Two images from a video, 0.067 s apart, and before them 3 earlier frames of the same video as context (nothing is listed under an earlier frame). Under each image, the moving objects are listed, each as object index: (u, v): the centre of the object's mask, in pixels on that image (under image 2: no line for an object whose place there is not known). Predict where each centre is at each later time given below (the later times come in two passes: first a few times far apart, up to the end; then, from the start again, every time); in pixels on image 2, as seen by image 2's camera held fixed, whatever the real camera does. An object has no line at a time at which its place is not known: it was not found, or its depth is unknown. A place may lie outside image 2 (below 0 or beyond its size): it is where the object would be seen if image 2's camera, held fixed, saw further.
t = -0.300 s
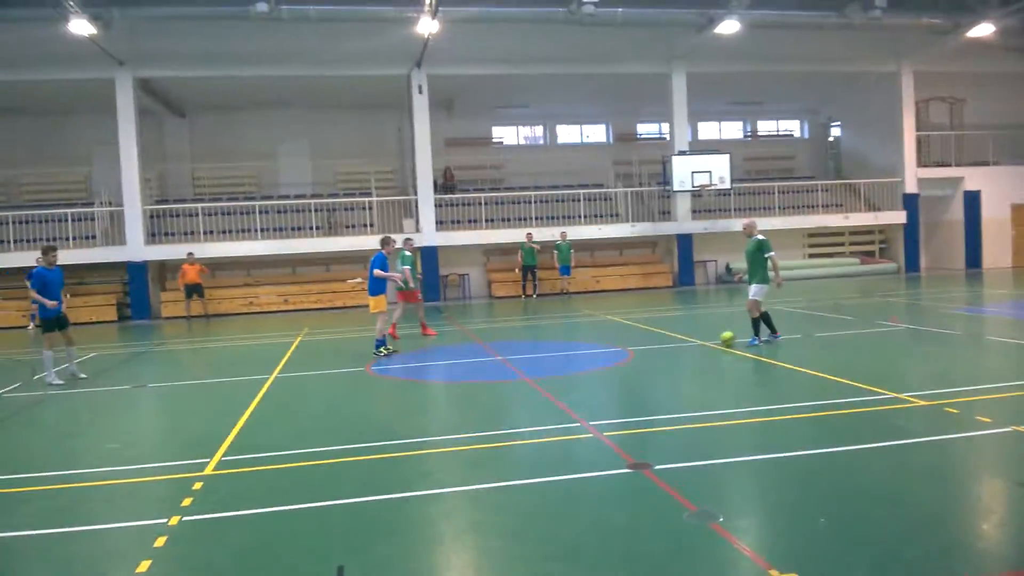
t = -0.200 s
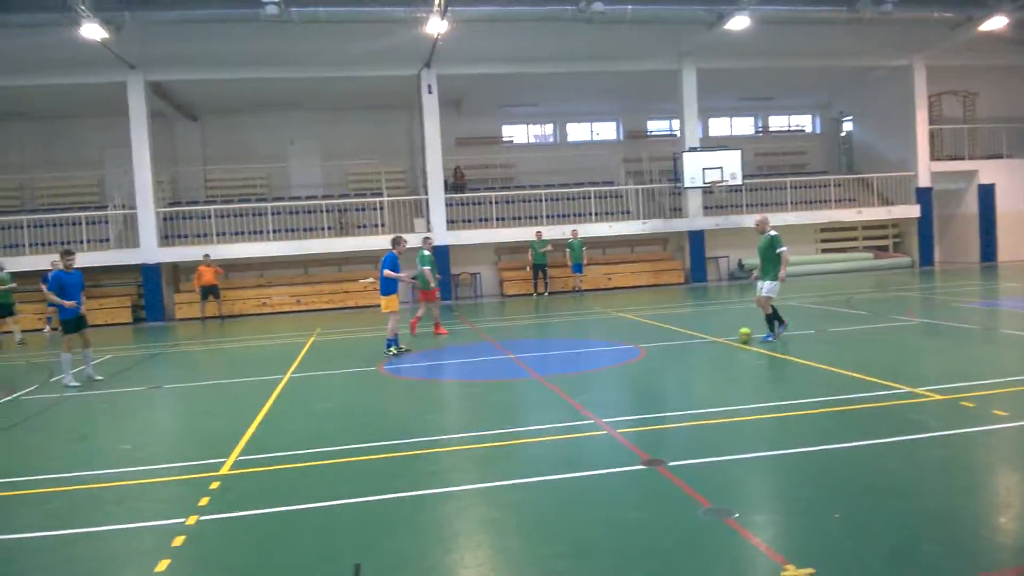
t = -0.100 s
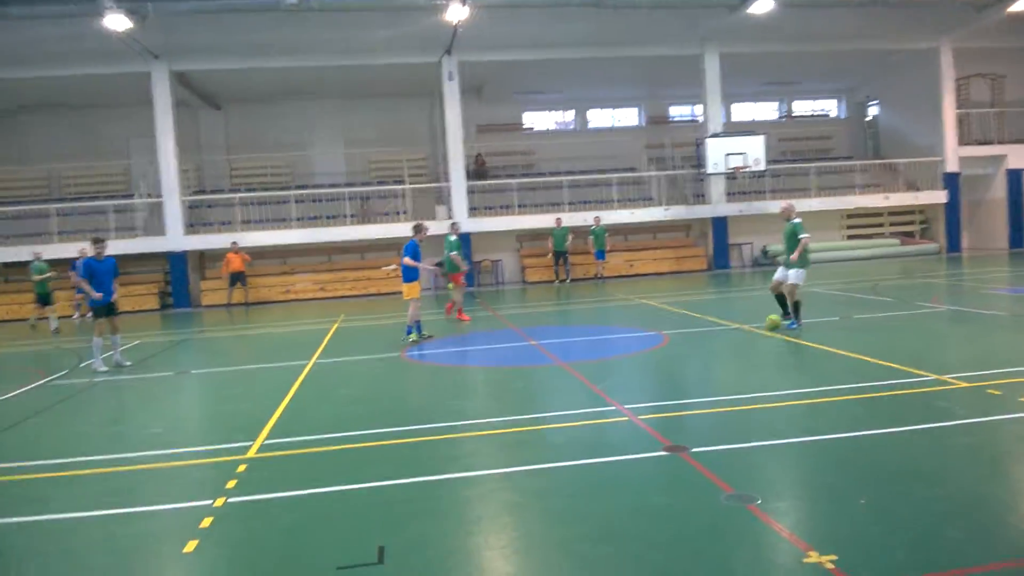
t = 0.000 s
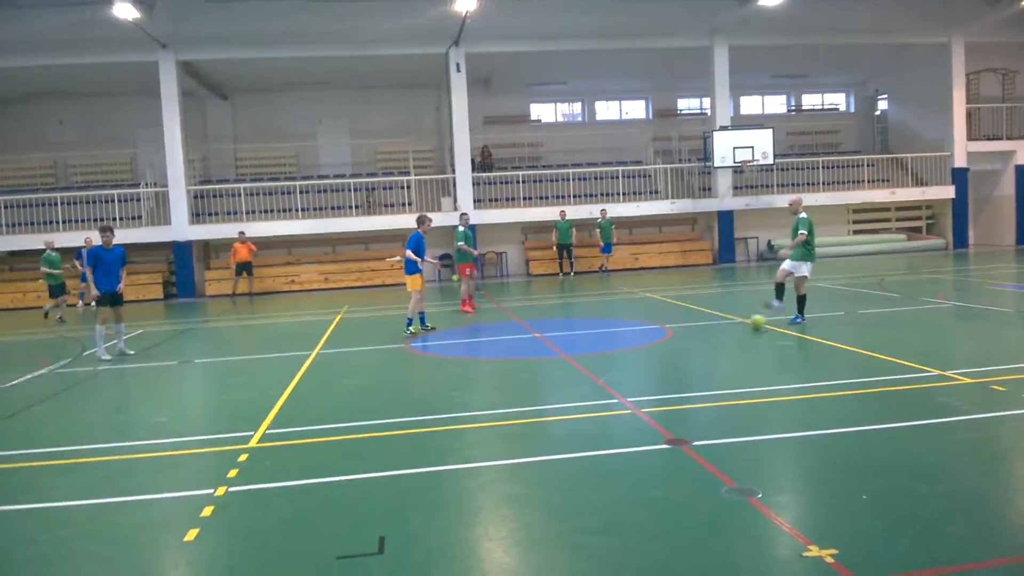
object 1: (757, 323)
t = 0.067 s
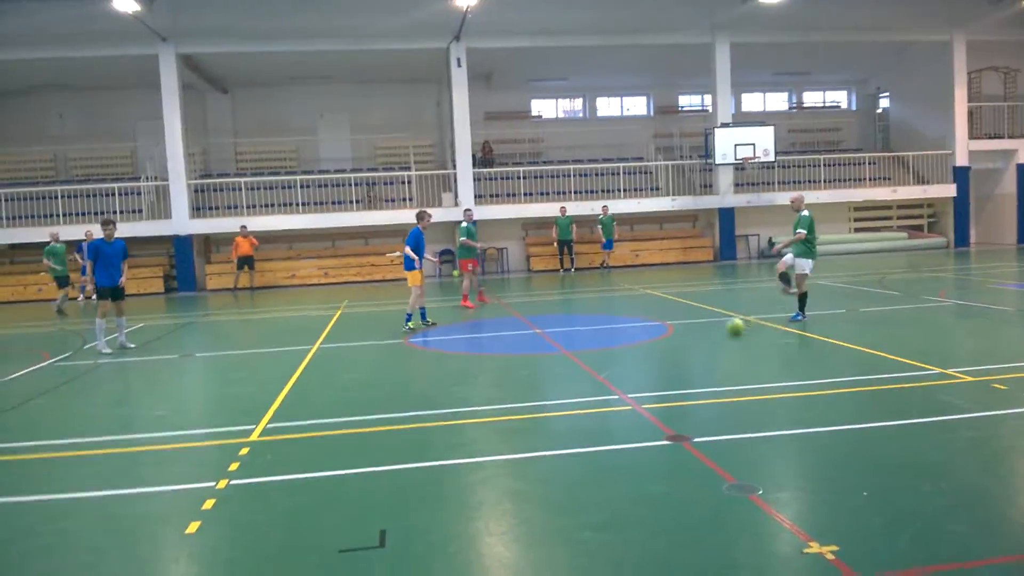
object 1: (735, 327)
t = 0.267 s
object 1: (664, 349)
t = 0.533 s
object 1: (548, 387)
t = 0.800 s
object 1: (397, 435)
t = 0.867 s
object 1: (349, 451)
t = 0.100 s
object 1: (724, 331)
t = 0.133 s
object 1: (712, 334)
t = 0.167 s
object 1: (701, 337)
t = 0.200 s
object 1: (688, 341)
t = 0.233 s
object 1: (677, 345)
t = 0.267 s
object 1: (664, 349)
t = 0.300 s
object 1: (650, 353)
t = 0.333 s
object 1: (637, 358)
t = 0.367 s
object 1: (625, 363)
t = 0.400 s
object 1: (609, 367)
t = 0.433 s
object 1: (594, 372)
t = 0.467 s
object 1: (580, 377)
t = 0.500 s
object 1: (564, 381)
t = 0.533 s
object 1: (548, 387)
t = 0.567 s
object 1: (531, 391)
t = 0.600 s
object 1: (514, 398)
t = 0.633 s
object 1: (496, 403)
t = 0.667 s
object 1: (477, 408)
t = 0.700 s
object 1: (458, 415)
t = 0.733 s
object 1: (439, 421)
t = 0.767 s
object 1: (418, 429)
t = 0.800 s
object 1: (397, 435)
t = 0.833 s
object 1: (374, 444)
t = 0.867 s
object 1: (349, 451)
